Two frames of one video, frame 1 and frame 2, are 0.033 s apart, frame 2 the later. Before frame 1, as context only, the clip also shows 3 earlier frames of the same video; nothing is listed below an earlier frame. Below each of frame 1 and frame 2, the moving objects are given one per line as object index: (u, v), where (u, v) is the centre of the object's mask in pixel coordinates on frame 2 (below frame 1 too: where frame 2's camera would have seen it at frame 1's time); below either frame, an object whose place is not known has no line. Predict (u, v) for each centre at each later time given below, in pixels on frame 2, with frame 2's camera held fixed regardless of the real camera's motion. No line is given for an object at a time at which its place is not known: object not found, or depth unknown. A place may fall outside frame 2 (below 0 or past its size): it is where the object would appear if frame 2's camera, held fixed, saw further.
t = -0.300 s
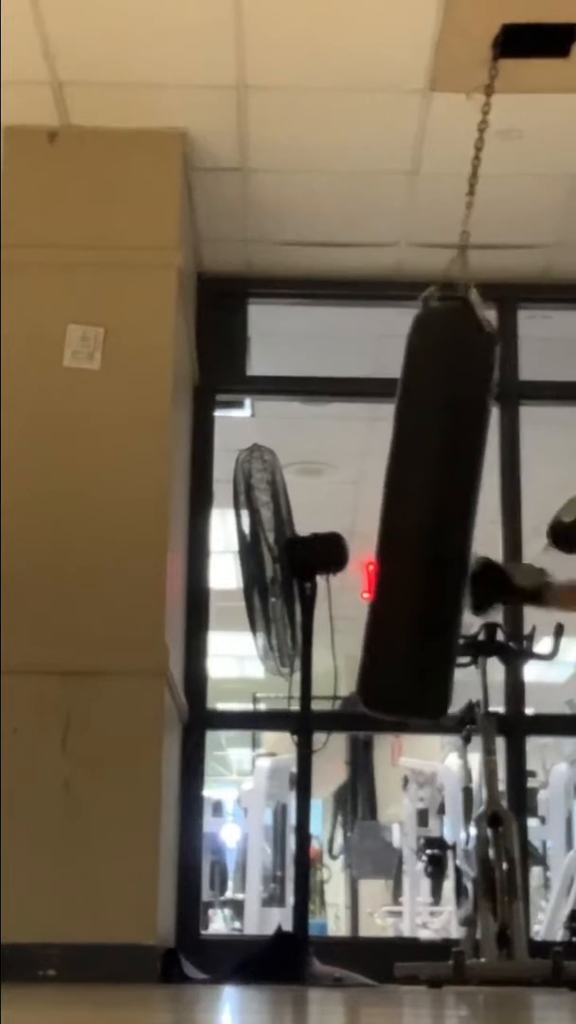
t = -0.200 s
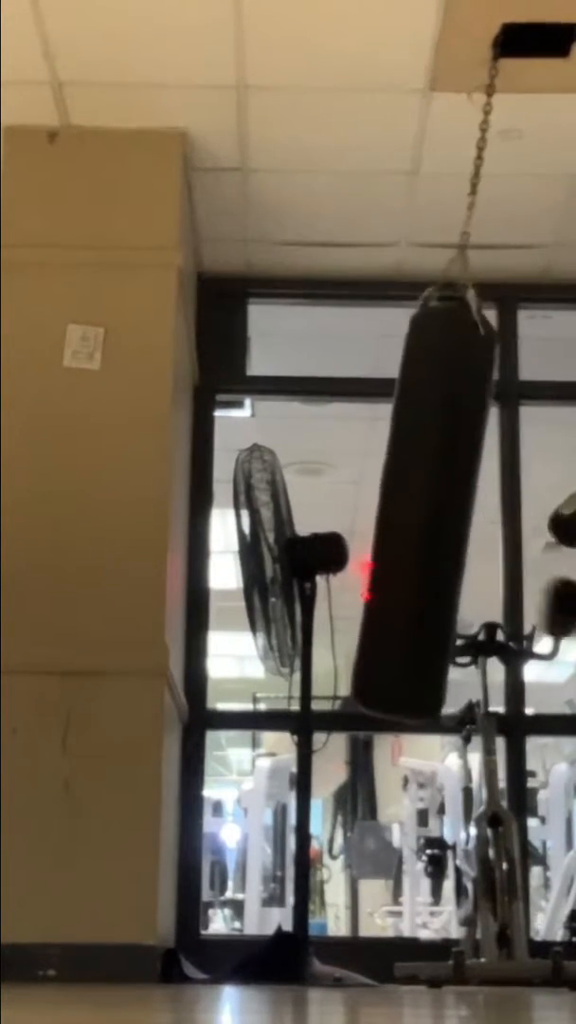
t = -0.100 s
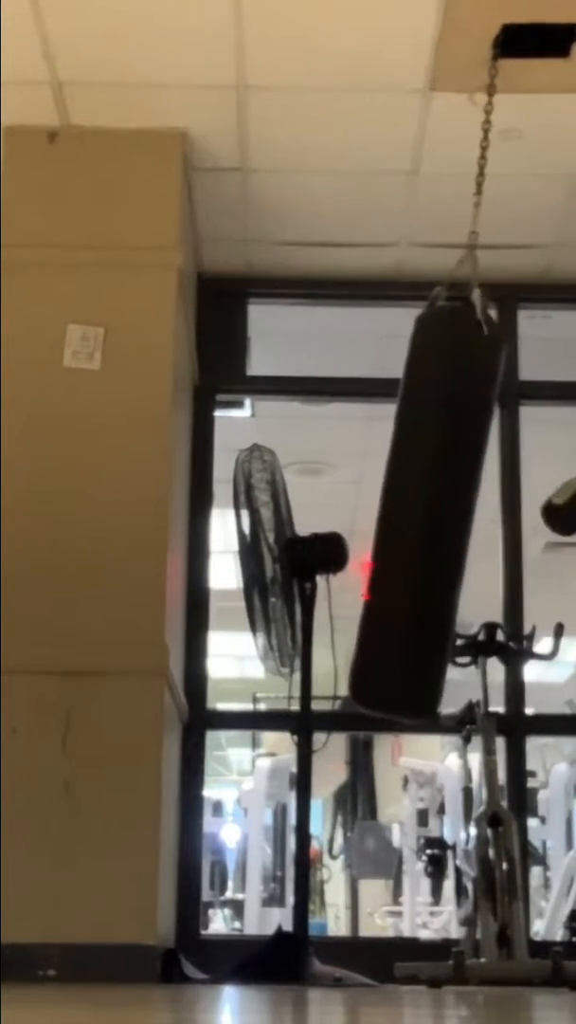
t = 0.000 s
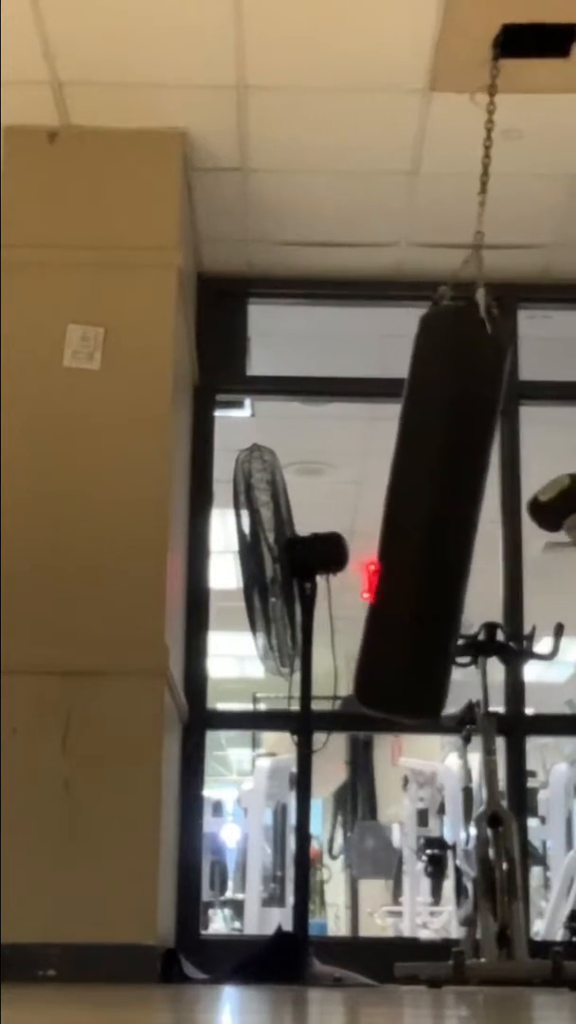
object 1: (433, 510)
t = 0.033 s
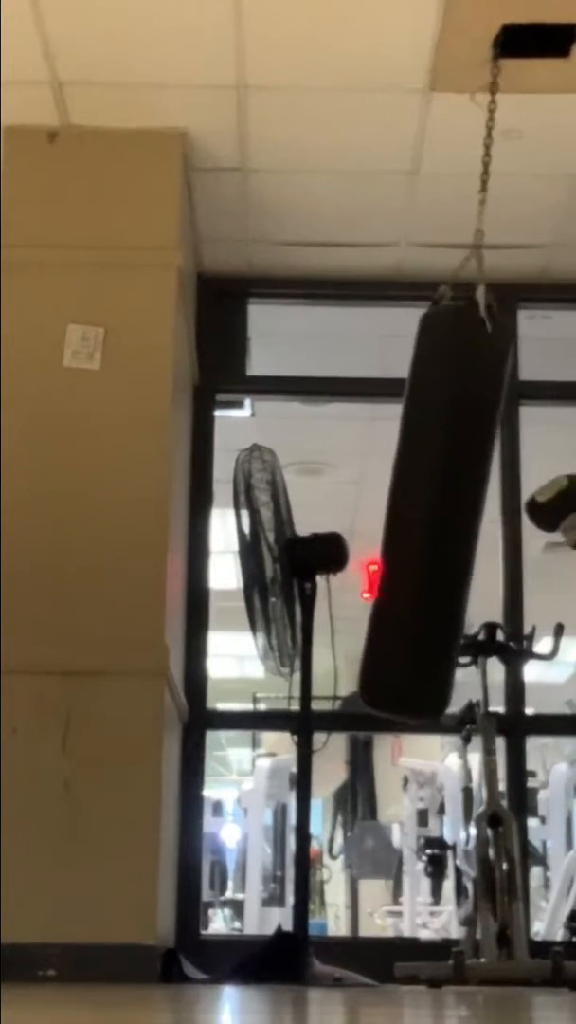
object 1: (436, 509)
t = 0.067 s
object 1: (439, 508)
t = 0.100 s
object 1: (442, 509)
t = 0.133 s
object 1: (445, 509)
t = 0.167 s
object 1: (449, 510)
